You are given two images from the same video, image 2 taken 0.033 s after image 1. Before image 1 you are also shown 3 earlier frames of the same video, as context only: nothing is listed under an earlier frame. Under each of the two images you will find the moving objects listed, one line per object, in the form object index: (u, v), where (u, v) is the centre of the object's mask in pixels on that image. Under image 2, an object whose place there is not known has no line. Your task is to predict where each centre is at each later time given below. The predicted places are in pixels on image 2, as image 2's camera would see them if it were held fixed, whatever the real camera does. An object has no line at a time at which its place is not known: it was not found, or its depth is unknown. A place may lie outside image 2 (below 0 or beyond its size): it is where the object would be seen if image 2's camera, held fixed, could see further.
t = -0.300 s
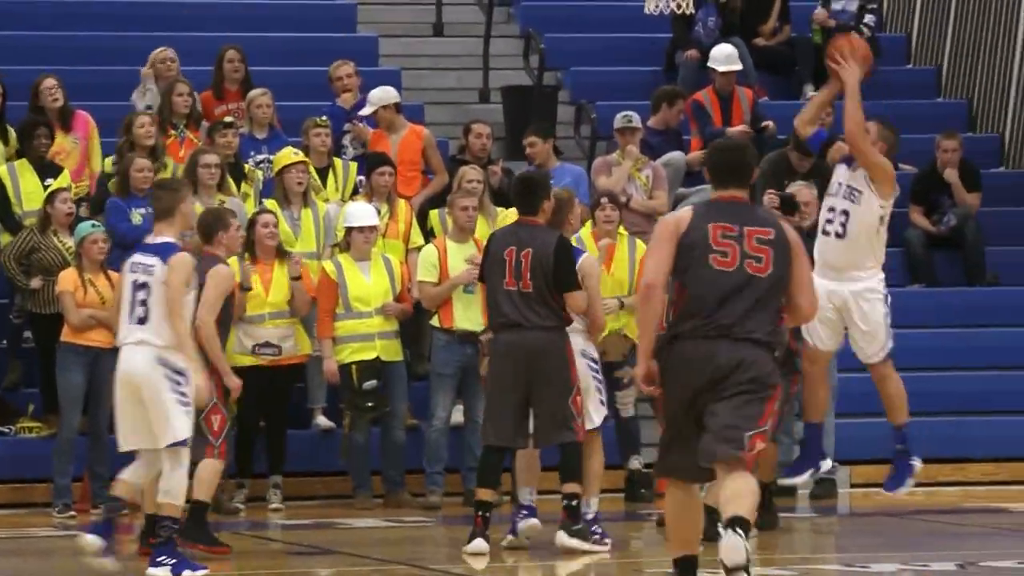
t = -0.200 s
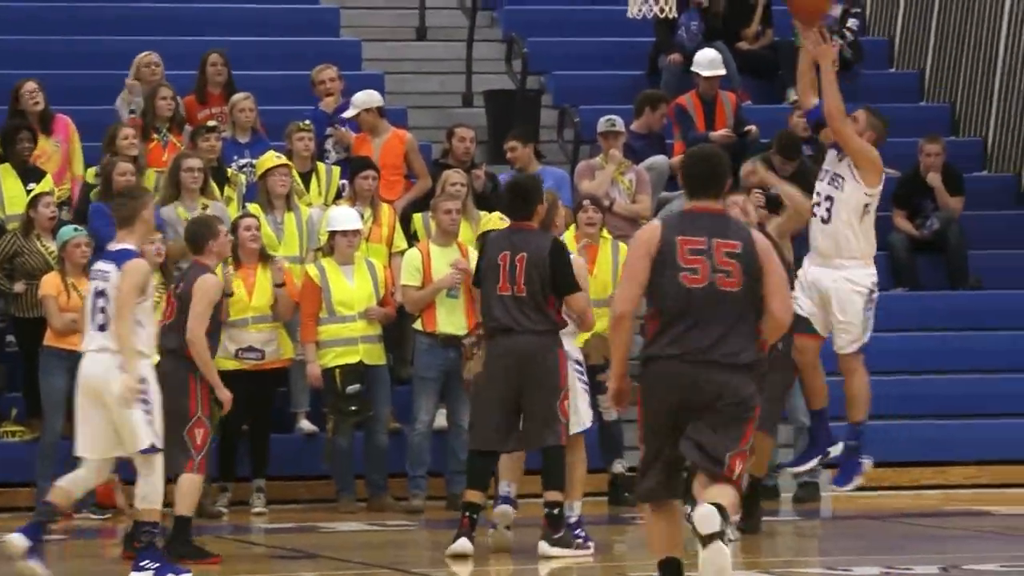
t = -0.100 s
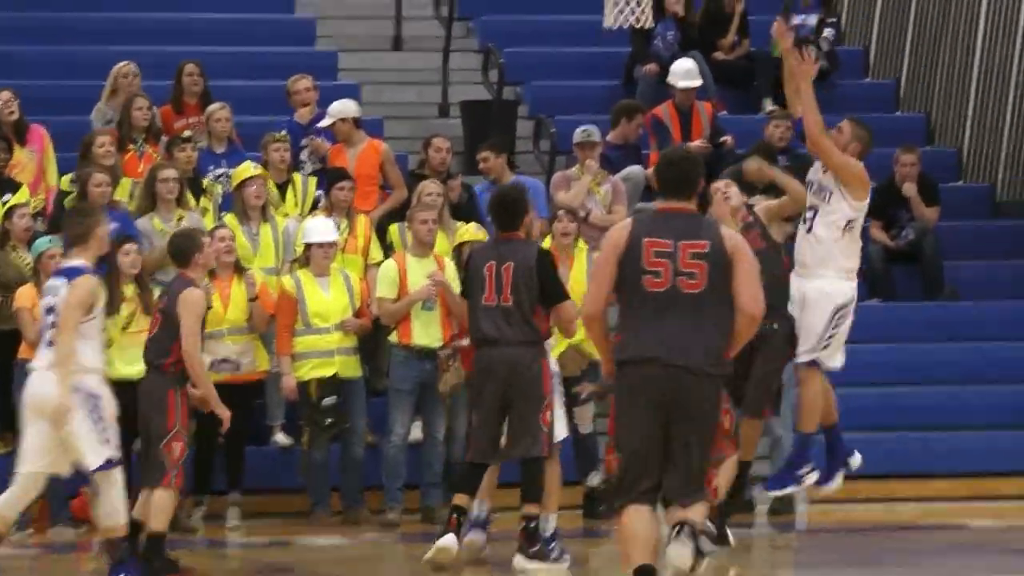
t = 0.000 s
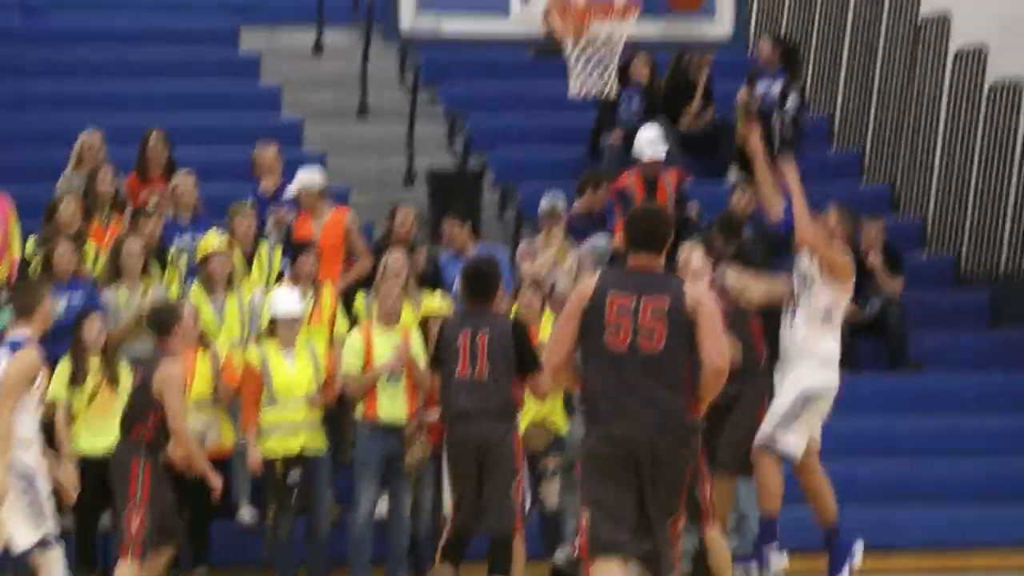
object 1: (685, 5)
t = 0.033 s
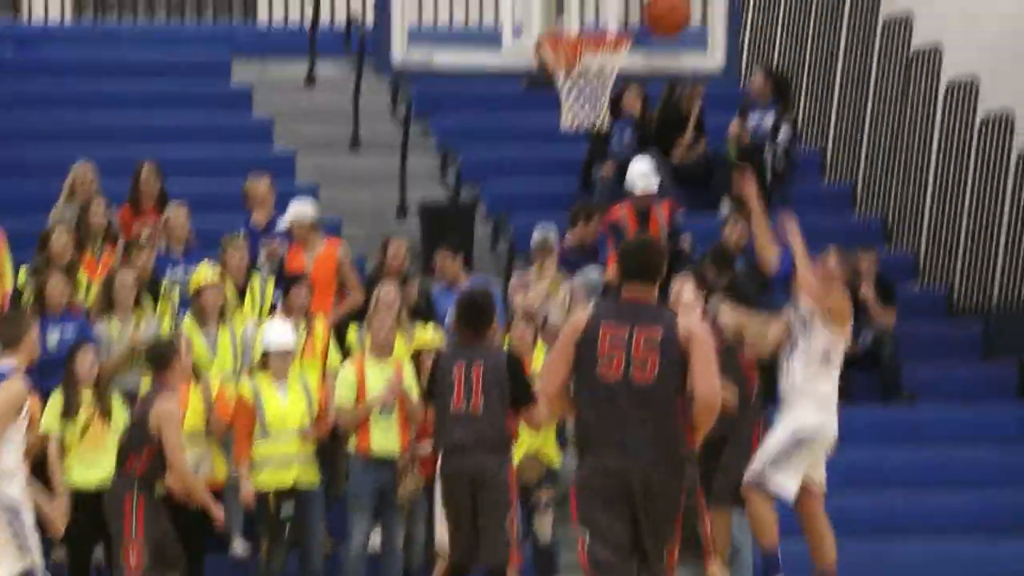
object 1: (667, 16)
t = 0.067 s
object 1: (656, 8)
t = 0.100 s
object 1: (645, 4)
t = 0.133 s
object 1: (634, 4)
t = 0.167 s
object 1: (624, 5)
